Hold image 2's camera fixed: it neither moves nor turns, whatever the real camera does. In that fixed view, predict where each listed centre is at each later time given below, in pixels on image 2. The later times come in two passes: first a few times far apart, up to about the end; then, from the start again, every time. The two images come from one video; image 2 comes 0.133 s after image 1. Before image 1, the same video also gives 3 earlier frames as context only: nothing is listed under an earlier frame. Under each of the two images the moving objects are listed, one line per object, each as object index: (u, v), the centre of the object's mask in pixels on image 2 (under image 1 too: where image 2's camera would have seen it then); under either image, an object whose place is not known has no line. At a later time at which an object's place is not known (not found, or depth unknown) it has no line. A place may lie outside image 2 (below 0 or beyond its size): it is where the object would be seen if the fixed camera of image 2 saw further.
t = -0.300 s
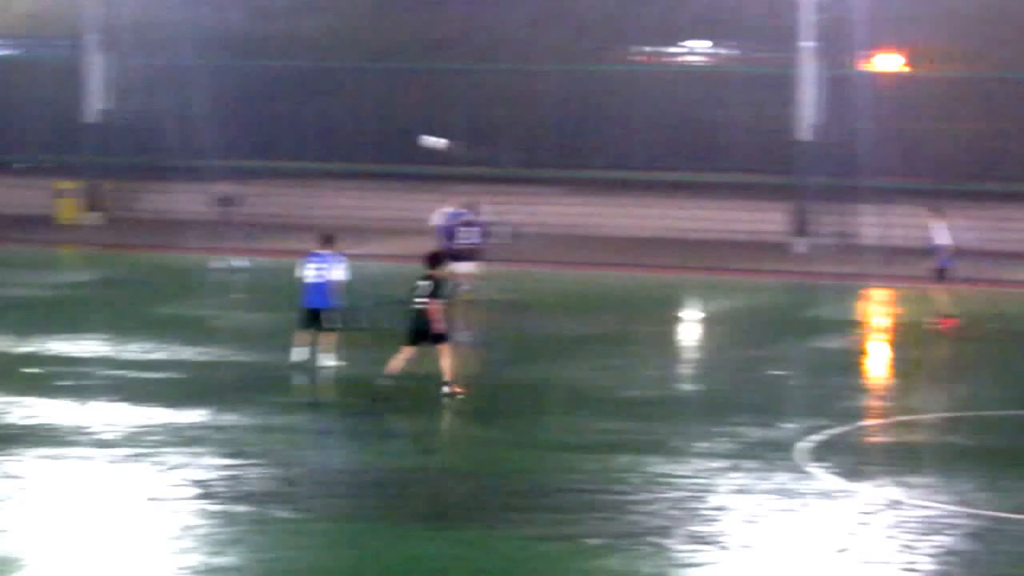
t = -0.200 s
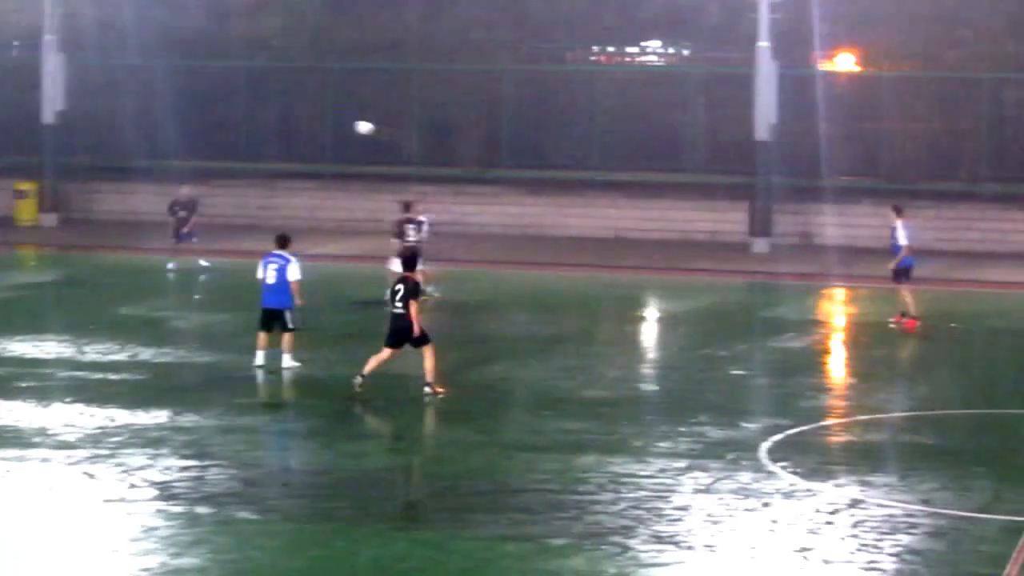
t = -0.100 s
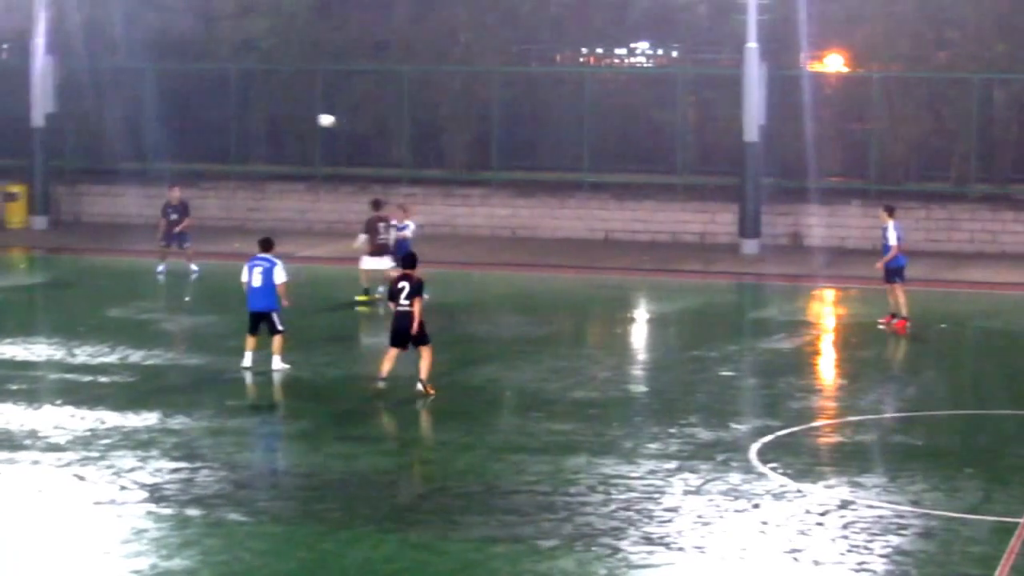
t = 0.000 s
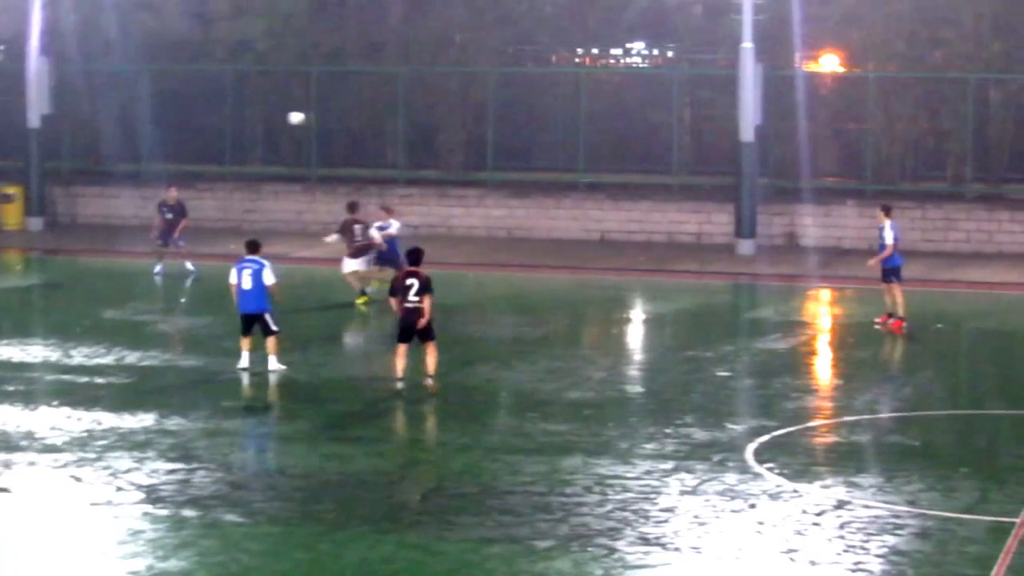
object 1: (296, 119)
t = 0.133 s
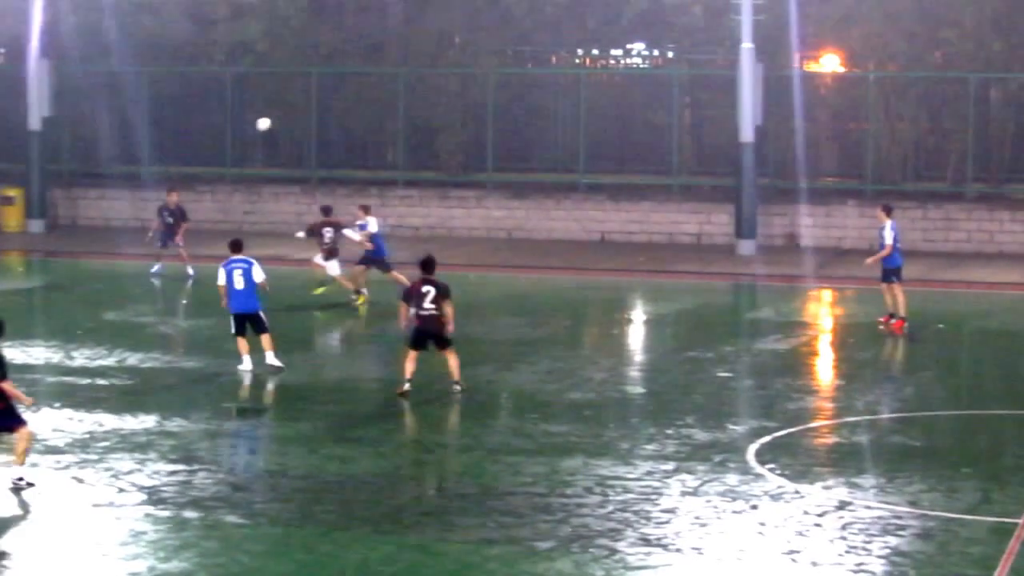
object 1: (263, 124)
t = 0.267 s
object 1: (232, 138)
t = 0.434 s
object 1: (192, 169)
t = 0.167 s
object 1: (256, 127)
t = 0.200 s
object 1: (247, 130)
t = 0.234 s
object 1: (240, 134)
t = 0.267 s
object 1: (232, 138)
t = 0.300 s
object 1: (224, 143)
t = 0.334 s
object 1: (216, 148)
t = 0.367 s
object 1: (208, 155)
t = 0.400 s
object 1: (200, 161)
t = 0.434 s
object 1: (192, 169)
